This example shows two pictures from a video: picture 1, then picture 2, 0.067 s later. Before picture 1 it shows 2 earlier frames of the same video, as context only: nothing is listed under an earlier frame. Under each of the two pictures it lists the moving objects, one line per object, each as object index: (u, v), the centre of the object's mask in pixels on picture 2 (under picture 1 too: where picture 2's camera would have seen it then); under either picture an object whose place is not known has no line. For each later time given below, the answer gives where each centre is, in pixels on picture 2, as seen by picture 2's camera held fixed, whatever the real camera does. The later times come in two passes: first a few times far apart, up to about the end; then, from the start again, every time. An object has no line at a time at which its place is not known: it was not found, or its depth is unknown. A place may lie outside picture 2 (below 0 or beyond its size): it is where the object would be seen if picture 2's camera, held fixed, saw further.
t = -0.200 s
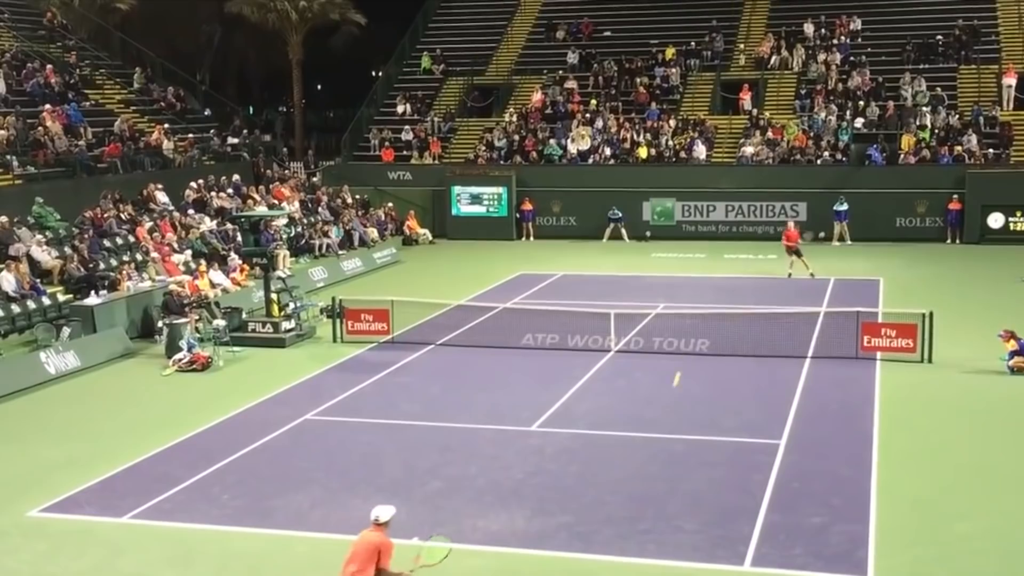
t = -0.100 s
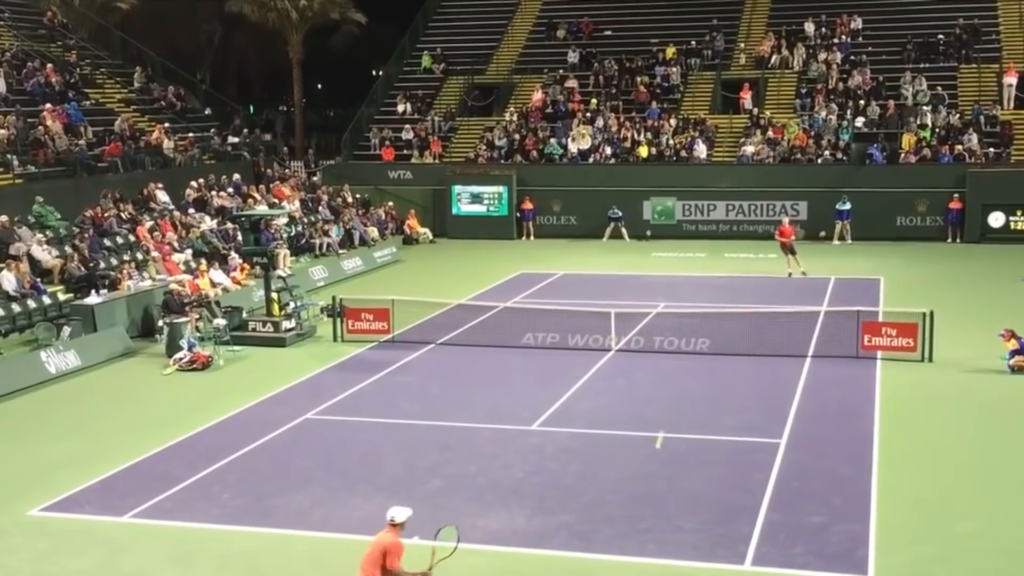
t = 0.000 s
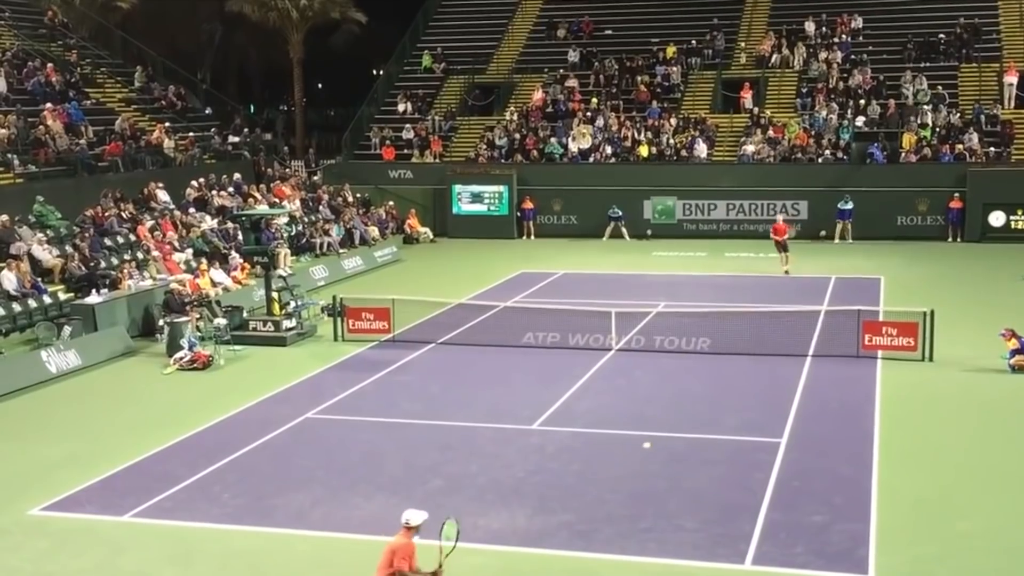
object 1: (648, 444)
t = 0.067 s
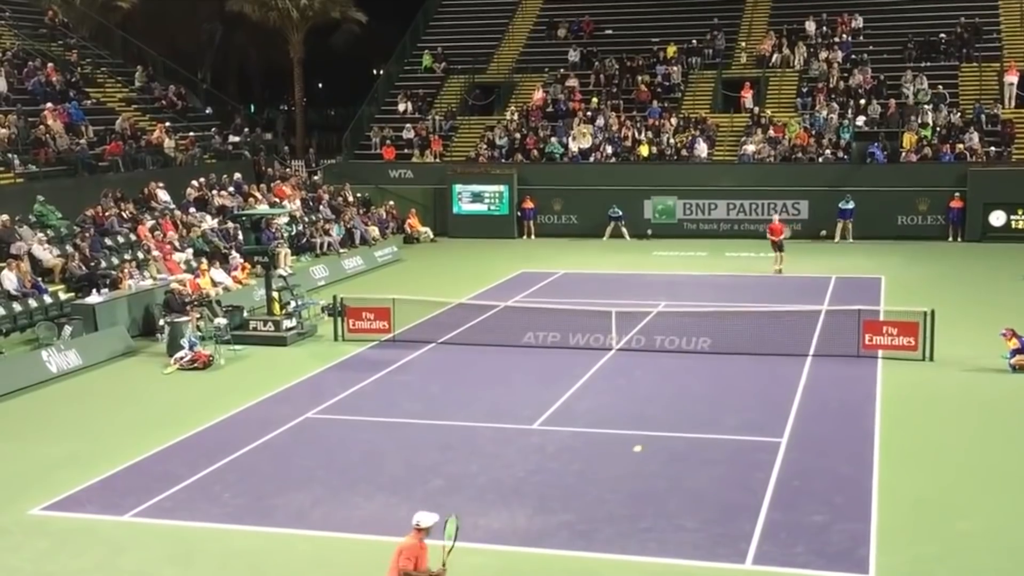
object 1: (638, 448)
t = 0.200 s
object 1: (616, 470)
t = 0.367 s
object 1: (585, 529)
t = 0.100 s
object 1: (632, 452)
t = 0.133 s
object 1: (627, 456)
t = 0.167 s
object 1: (622, 462)
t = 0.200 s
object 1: (616, 470)
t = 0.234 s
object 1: (611, 478)
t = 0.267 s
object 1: (605, 489)
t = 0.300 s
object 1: (598, 501)
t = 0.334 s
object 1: (592, 514)
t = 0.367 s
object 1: (585, 529)
